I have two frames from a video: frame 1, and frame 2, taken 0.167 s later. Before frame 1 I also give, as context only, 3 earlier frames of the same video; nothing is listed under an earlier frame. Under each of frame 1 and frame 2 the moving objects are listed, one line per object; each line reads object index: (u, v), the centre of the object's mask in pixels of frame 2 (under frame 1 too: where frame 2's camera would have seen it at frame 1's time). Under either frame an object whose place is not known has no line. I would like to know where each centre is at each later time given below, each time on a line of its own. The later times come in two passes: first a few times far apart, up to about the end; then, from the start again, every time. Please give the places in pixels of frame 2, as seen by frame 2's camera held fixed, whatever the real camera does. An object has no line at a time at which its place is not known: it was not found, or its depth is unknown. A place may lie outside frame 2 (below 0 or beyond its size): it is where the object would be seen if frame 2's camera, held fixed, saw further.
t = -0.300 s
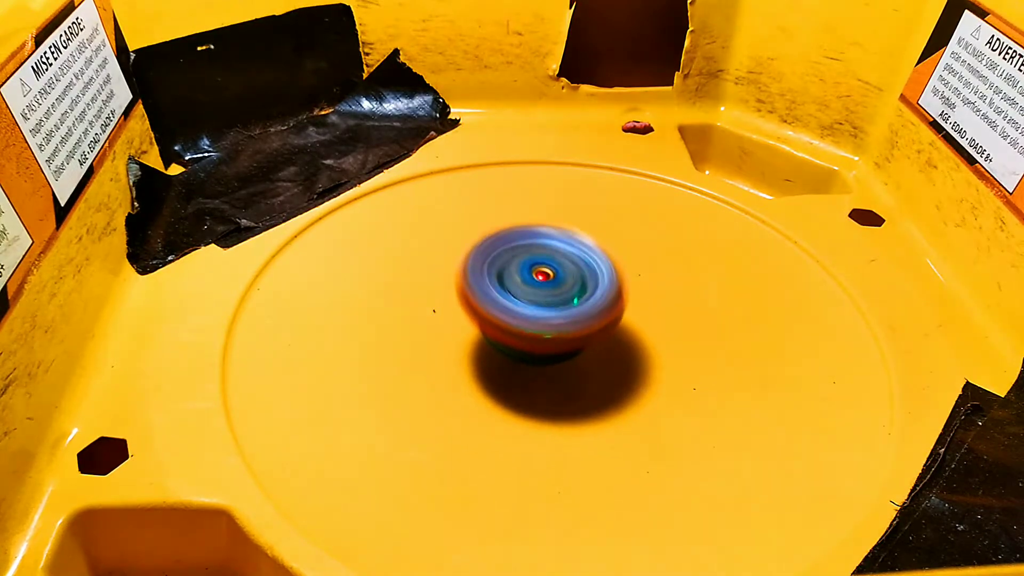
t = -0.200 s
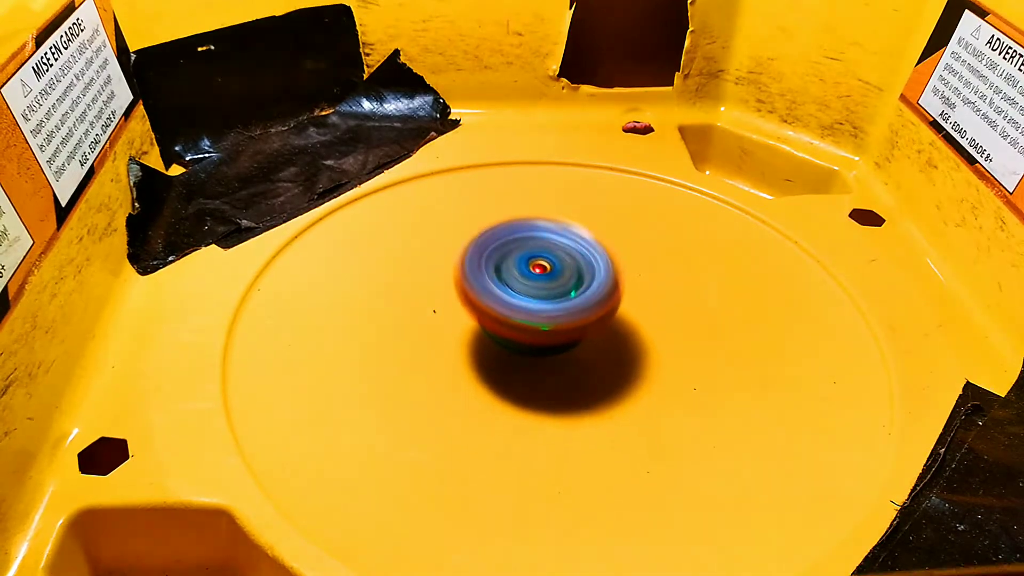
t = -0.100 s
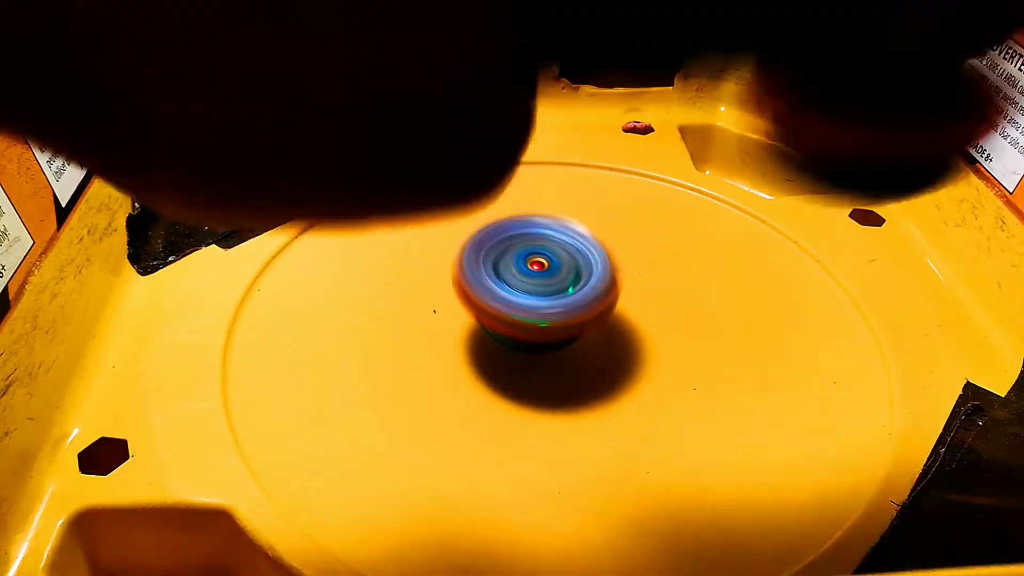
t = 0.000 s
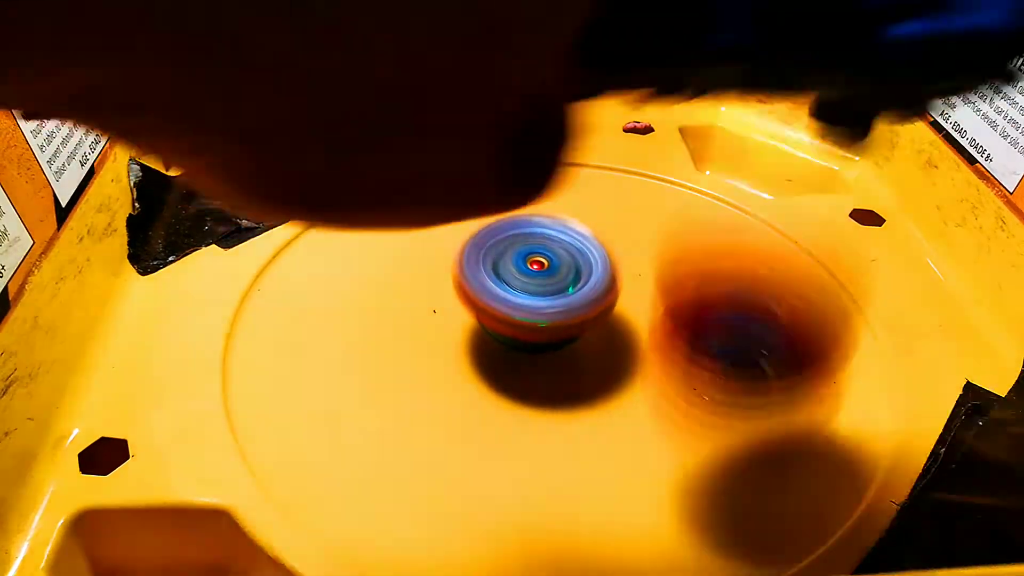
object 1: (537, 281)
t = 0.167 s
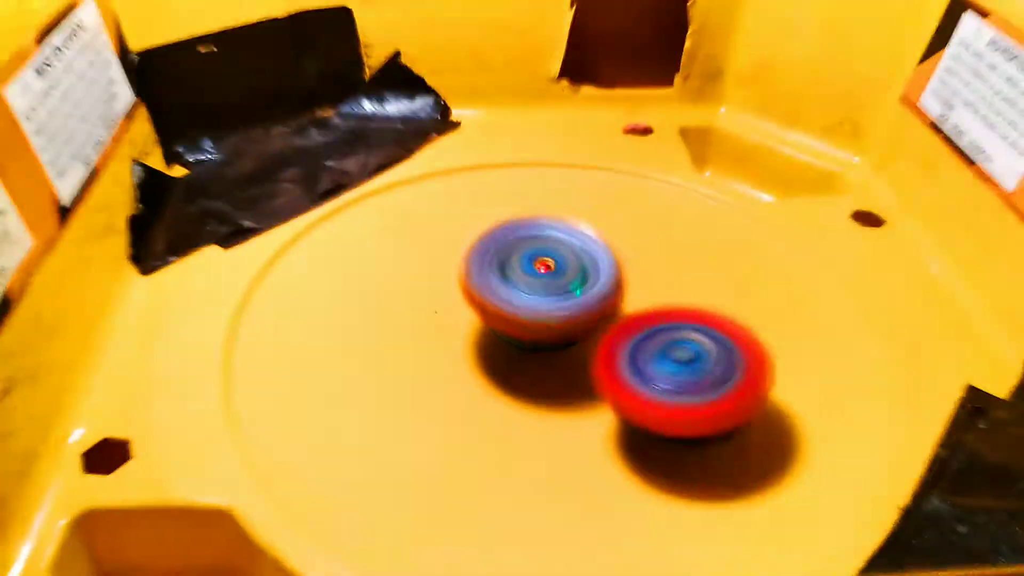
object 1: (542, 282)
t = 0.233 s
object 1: (524, 259)
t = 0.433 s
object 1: (505, 263)
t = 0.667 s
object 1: (416, 264)
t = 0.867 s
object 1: (427, 281)
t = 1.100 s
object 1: (512, 333)
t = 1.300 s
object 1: (374, 305)
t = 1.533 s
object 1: (403, 203)
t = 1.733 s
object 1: (529, 234)
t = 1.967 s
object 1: (626, 276)
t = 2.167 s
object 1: (555, 321)
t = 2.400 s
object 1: (409, 332)
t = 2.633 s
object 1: (393, 294)
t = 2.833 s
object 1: (385, 221)
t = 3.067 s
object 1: (446, 215)
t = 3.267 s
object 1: (500, 222)
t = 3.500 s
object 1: (615, 208)
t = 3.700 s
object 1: (724, 266)
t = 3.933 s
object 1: (677, 398)
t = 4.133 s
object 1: (442, 349)
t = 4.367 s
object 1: (335, 288)
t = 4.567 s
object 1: (552, 272)
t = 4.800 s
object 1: (786, 288)
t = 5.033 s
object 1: (786, 314)
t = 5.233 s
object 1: (792, 309)
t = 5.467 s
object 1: (730, 250)
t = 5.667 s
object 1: (706, 224)
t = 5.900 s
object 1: (630, 248)
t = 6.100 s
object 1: (666, 266)
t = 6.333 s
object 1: (662, 300)
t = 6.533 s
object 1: (638, 345)
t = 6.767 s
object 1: (604, 374)
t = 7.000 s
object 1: (545, 357)
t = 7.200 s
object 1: (480, 327)
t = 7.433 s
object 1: (446, 298)
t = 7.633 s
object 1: (479, 279)
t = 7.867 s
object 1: (418, 229)
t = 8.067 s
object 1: (484, 257)
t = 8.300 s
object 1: (641, 241)
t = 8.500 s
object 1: (682, 209)
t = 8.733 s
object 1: (625, 256)
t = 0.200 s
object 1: (532, 270)
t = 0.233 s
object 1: (524, 259)
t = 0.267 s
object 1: (519, 253)
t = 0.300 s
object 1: (513, 250)
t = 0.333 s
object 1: (511, 250)
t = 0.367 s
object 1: (508, 253)
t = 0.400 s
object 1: (506, 257)
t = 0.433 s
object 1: (505, 263)
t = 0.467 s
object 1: (490, 264)
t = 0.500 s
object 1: (470, 267)
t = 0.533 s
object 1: (455, 268)
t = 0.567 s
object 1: (446, 272)
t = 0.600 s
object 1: (443, 274)
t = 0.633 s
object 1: (438, 272)
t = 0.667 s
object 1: (416, 264)
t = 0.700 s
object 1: (403, 258)
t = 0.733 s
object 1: (397, 257)
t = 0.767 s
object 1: (397, 259)
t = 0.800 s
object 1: (402, 264)
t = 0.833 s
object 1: (413, 272)
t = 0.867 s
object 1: (427, 281)
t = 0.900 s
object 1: (444, 291)
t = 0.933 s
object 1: (460, 302)
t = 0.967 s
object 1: (475, 313)
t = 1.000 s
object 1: (488, 323)
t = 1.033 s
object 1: (499, 329)
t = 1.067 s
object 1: (507, 332)
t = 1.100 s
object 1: (512, 333)
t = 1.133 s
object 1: (506, 332)
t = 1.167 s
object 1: (468, 334)
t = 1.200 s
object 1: (434, 331)
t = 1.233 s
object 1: (405, 325)
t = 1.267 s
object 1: (384, 315)
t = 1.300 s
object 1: (374, 305)
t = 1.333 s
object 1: (374, 294)
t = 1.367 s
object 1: (382, 281)
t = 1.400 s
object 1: (400, 269)
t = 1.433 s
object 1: (413, 252)
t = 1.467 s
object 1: (404, 231)
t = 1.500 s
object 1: (401, 220)
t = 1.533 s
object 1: (403, 203)
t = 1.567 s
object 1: (412, 195)
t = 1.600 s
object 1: (427, 198)
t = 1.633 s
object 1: (445, 200)
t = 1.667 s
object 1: (472, 209)
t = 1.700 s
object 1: (498, 219)
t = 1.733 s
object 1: (529, 234)
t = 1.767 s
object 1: (562, 253)
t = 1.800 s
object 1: (585, 262)
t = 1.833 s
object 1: (597, 260)
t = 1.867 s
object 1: (608, 259)
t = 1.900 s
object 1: (617, 262)
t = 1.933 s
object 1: (622, 267)
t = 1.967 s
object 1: (626, 276)
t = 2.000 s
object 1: (625, 283)
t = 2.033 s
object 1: (619, 293)
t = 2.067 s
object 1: (612, 304)
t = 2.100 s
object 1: (598, 314)
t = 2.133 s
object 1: (577, 317)
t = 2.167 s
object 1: (555, 321)
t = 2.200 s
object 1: (533, 326)
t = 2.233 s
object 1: (509, 330)
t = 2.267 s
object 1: (487, 335)
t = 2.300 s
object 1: (464, 336)
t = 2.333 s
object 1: (443, 336)
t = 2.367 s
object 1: (425, 335)
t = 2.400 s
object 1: (409, 332)
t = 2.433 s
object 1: (397, 327)
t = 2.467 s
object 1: (390, 322)
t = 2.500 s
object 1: (385, 316)
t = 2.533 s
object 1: (384, 311)
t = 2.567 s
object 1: (386, 305)
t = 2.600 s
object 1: (390, 301)
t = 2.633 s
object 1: (393, 294)
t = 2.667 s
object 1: (386, 278)
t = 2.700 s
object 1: (381, 264)
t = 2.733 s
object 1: (377, 250)
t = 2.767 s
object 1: (377, 238)
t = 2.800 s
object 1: (381, 229)
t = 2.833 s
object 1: (385, 221)
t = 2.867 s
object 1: (392, 215)
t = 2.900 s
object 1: (399, 211)
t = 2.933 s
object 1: (407, 209)
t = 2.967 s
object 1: (415, 208)
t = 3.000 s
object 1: (425, 209)
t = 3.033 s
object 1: (435, 211)
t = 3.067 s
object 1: (446, 215)
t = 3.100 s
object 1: (455, 218)
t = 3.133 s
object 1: (464, 223)
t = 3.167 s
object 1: (473, 228)
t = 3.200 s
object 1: (481, 234)
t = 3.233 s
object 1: (490, 232)
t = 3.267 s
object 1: (500, 222)
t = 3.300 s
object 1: (513, 212)
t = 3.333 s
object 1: (526, 205)
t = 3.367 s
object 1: (542, 201)
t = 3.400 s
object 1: (559, 200)
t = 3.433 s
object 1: (577, 199)
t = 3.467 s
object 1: (596, 204)
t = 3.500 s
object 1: (615, 208)
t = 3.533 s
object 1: (635, 214)
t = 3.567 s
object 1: (655, 220)
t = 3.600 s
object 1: (674, 229)
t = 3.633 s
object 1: (693, 239)
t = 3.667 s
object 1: (710, 251)
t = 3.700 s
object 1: (724, 266)
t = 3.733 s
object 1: (737, 283)
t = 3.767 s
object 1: (746, 299)
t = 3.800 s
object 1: (748, 320)
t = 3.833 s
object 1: (746, 342)
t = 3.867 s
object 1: (733, 363)
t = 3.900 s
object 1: (710, 382)
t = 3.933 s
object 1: (677, 398)
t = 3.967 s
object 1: (636, 409)
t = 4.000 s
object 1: (590, 409)
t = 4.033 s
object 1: (543, 402)
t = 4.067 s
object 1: (504, 387)
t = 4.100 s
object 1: (469, 369)
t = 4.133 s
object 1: (442, 349)
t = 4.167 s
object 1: (394, 342)
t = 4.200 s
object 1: (358, 333)
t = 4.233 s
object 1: (331, 322)
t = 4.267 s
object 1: (316, 311)
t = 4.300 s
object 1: (312, 303)
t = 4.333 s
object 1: (319, 295)
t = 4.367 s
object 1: (335, 288)
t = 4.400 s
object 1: (358, 284)
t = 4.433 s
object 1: (388, 279)
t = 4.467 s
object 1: (423, 275)
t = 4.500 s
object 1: (464, 272)
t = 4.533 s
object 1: (507, 271)
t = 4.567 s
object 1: (552, 272)
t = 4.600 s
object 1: (595, 273)
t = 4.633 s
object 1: (635, 274)
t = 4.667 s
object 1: (676, 278)
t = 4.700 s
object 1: (713, 281)
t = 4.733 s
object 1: (749, 285)
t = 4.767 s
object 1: (772, 286)
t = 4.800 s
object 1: (786, 288)
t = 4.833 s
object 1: (791, 289)
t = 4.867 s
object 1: (790, 291)
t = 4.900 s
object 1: (796, 294)
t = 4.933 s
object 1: (797, 298)
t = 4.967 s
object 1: (793, 304)
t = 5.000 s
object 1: (787, 307)
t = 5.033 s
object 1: (786, 314)
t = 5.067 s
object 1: (795, 318)
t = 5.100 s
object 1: (791, 320)
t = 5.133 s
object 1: (780, 322)
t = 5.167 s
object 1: (787, 321)
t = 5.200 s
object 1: (793, 317)
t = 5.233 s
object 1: (792, 309)
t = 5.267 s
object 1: (785, 299)
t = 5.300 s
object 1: (775, 290)
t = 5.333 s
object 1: (765, 281)
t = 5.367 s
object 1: (755, 271)
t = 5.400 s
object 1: (745, 263)
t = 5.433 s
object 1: (737, 256)
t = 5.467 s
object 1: (730, 250)
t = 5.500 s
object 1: (723, 244)
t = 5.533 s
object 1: (719, 240)
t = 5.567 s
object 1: (716, 236)
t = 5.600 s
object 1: (713, 232)
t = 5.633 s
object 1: (710, 228)
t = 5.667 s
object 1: (706, 224)
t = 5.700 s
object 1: (702, 221)
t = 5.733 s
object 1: (695, 220)
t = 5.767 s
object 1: (685, 220)
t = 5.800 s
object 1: (673, 223)
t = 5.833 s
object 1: (660, 229)
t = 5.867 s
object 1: (645, 237)
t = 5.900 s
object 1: (630, 248)
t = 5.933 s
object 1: (626, 256)
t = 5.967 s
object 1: (640, 257)
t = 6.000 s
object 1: (649, 259)
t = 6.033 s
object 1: (656, 261)
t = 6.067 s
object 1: (662, 263)
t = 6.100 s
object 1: (666, 266)
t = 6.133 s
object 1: (669, 269)
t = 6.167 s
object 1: (671, 273)
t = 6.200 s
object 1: (671, 277)
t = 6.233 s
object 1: (670, 282)
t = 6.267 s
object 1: (668, 288)
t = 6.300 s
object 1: (665, 294)
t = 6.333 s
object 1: (662, 300)
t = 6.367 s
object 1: (658, 308)
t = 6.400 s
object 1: (654, 315)
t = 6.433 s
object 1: (650, 323)
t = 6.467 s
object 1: (646, 331)
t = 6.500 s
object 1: (642, 338)
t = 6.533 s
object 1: (638, 345)
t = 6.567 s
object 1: (634, 352)
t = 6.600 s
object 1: (629, 359)
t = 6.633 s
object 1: (625, 364)
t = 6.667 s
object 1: (621, 368)
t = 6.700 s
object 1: (616, 371)
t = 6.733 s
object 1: (610, 373)
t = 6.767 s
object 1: (604, 374)
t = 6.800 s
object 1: (598, 374)
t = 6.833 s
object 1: (591, 373)
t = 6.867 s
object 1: (583, 371)
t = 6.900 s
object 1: (574, 369)
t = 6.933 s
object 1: (565, 365)
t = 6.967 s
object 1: (555, 361)
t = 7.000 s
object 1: (545, 357)
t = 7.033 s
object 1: (534, 352)
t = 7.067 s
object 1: (523, 347)
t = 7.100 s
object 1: (512, 342)
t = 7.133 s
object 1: (501, 337)
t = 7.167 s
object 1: (490, 332)
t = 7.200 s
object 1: (480, 327)
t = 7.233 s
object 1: (471, 322)
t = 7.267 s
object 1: (464, 317)
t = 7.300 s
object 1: (457, 312)
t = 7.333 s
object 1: (452, 308)
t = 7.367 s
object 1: (448, 305)
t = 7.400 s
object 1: (446, 301)
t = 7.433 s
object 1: (446, 298)
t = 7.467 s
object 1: (448, 295)
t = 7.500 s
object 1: (452, 293)
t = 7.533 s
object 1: (458, 290)
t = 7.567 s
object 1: (466, 288)
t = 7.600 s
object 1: (475, 284)
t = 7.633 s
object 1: (479, 279)
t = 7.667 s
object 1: (465, 264)
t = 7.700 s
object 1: (454, 252)
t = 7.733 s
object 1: (443, 242)
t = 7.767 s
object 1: (434, 235)
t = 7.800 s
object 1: (426, 231)
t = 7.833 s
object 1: (421, 229)
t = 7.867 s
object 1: (418, 229)
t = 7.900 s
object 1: (418, 231)
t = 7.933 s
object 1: (423, 235)
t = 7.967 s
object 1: (432, 240)
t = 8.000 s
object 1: (446, 247)
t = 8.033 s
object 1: (464, 253)
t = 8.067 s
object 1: (484, 257)
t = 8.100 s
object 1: (506, 261)
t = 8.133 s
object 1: (531, 262)
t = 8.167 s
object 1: (556, 262)
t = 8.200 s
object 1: (581, 259)
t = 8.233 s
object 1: (604, 254)
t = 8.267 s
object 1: (624, 248)
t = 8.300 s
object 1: (641, 241)
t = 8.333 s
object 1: (655, 236)
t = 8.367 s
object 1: (666, 229)
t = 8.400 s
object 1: (675, 222)
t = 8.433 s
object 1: (680, 216)
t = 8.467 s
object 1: (683, 212)
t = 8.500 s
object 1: (682, 209)
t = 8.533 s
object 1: (679, 208)
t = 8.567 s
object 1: (673, 209)
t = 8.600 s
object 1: (665, 213)
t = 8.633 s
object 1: (656, 219)
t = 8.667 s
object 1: (645, 230)
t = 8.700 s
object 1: (635, 242)
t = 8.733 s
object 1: (625, 256)
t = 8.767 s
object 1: (618, 273)
